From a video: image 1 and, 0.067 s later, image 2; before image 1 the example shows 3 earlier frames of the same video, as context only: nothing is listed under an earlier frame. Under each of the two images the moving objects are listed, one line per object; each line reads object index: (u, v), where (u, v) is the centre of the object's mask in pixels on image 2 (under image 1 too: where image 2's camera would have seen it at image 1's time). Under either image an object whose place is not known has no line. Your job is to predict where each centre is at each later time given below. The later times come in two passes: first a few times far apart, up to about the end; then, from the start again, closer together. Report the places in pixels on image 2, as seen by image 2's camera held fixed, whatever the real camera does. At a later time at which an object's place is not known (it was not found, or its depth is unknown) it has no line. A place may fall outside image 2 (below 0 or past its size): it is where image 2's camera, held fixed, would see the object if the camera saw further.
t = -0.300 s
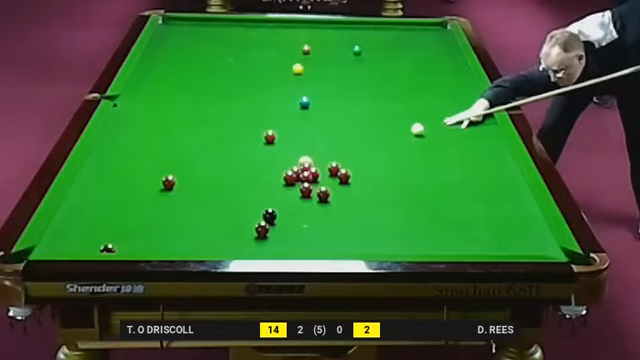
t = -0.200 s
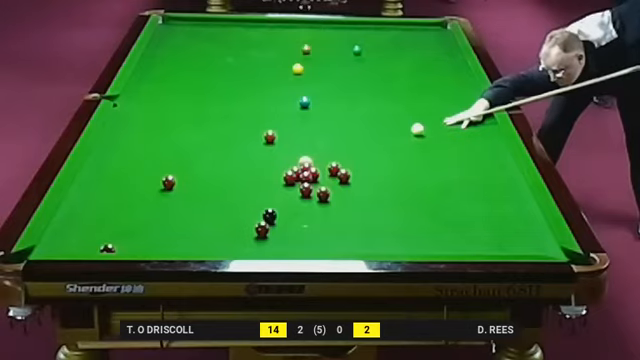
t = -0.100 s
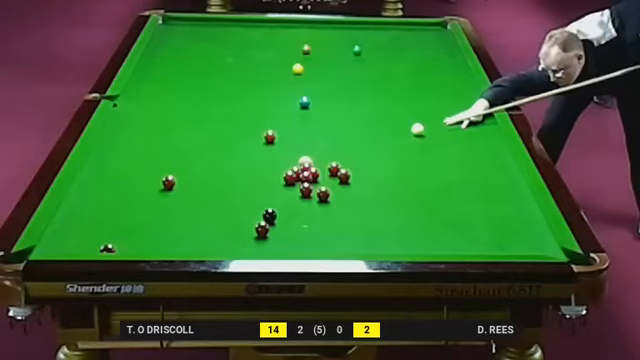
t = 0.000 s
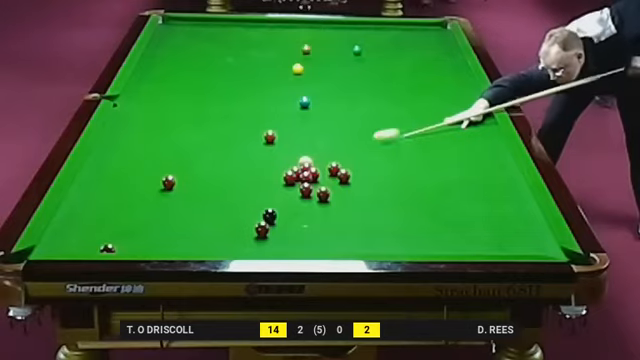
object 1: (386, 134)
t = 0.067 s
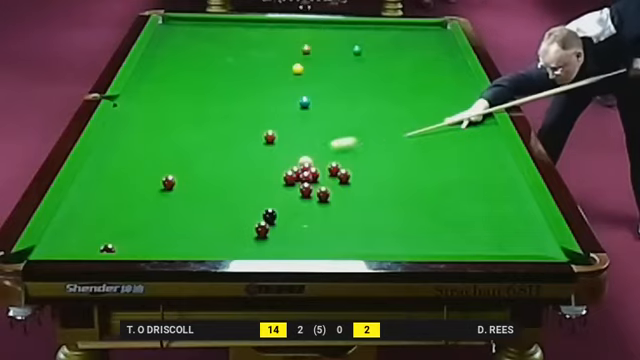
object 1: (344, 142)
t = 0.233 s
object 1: (235, 164)
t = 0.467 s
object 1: (135, 170)
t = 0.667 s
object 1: (98, 161)
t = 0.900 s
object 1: (116, 151)
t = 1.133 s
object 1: (146, 142)
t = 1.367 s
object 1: (174, 133)
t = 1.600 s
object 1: (200, 126)
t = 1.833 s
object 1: (223, 119)
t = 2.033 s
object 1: (242, 113)
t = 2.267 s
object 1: (262, 107)
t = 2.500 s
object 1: (280, 101)
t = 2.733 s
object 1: (297, 96)
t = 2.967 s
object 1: (312, 91)
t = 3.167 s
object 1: (324, 87)
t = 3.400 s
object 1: (338, 83)
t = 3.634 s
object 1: (350, 79)
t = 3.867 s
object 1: (362, 76)
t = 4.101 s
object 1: (373, 72)
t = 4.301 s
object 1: (381, 70)
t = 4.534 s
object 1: (391, 67)
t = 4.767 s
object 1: (400, 64)
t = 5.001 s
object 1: (408, 62)
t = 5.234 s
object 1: (415, 60)
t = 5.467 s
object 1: (422, 59)
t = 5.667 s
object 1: (427, 57)
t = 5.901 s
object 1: (432, 56)
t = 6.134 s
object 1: (437, 54)
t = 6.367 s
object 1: (442, 53)
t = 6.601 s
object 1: (445, 52)
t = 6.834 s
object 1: (449, 51)
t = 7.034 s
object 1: (450, 51)
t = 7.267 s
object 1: (453, 50)
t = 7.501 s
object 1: (454, 50)
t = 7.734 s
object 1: (455, 50)
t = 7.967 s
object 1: (455, 50)
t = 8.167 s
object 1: (455, 50)
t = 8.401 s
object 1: (455, 50)
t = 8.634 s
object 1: (455, 50)
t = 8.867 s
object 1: (456, 50)
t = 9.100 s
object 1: (456, 50)
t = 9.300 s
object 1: (456, 50)
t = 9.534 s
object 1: (456, 50)
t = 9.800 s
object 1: (456, 50)
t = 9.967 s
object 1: (456, 50)
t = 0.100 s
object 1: (322, 147)
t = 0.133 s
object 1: (300, 151)
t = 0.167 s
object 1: (278, 155)
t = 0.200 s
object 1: (257, 160)
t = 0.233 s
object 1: (235, 164)
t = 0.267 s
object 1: (213, 168)
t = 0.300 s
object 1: (191, 173)
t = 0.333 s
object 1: (171, 177)
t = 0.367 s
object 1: (161, 175)
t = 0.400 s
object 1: (152, 173)
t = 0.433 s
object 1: (143, 172)
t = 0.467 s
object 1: (135, 170)
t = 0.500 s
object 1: (127, 169)
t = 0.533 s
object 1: (120, 167)
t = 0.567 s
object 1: (114, 166)
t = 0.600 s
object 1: (109, 164)
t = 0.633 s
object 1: (104, 162)
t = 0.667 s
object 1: (98, 161)
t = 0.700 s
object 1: (94, 160)
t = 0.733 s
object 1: (92, 158)
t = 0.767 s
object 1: (97, 157)
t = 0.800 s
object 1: (103, 155)
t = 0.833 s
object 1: (107, 154)
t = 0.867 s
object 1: (112, 152)
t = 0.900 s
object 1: (116, 151)
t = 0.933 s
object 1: (121, 150)
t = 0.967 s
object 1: (125, 148)
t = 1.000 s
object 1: (130, 147)
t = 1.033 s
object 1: (134, 146)
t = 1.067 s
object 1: (138, 145)
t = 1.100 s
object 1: (142, 143)
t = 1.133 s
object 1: (146, 142)
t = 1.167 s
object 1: (151, 141)
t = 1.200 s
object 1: (155, 139)
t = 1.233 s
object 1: (159, 138)
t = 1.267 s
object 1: (162, 137)
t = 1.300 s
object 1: (167, 136)
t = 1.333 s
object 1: (170, 134)
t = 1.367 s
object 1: (174, 133)
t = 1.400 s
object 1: (178, 132)
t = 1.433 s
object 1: (182, 131)
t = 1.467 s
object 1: (185, 130)
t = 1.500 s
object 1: (189, 129)
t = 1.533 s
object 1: (192, 128)
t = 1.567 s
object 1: (196, 127)
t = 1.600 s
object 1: (200, 126)
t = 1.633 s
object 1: (203, 125)
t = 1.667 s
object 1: (206, 124)
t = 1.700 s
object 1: (210, 123)
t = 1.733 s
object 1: (213, 122)
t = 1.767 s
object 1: (216, 121)
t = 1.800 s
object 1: (220, 120)
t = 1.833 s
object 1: (223, 119)
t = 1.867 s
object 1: (226, 118)
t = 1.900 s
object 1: (229, 117)
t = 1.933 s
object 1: (232, 116)
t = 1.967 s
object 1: (235, 115)
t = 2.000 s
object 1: (239, 114)
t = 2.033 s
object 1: (242, 113)
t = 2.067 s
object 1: (245, 112)
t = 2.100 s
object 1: (248, 111)
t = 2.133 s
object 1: (250, 110)
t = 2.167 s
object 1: (253, 109)
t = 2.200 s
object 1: (256, 109)
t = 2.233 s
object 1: (259, 108)
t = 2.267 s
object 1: (262, 107)
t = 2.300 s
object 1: (264, 106)
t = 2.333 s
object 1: (267, 105)
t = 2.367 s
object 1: (269, 104)
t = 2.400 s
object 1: (272, 103)
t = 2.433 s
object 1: (275, 103)
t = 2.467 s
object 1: (278, 102)
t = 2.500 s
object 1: (280, 101)
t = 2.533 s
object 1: (282, 100)
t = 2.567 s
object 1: (285, 100)
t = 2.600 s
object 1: (287, 99)
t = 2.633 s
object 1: (289, 98)
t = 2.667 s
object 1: (292, 98)
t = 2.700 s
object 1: (294, 97)
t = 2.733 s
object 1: (297, 96)
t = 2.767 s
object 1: (299, 95)
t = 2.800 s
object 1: (301, 94)
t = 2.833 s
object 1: (303, 92)
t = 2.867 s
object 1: (306, 92)
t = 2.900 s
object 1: (308, 92)
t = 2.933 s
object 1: (310, 92)
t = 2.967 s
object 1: (312, 91)
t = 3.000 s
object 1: (314, 90)
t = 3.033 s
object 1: (316, 90)
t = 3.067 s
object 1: (318, 89)
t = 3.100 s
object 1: (320, 88)
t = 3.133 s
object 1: (322, 88)
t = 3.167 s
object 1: (324, 87)
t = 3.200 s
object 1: (327, 87)
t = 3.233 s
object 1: (328, 86)
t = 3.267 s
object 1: (330, 85)
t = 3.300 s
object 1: (332, 85)
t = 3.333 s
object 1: (334, 84)
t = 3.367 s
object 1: (336, 84)
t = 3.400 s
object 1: (338, 83)
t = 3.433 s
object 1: (340, 83)
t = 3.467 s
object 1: (342, 82)
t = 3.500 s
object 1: (344, 81)
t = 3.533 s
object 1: (345, 81)
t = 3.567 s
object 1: (347, 80)
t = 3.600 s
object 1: (349, 80)
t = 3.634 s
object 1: (350, 79)
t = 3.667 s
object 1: (352, 79)
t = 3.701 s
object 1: (354, 78)
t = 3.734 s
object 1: (356, 78)
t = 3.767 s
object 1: (357, 77)
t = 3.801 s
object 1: (359, 77)
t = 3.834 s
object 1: (360, 76)
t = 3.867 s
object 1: (362, 76)
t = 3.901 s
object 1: (364, 75)
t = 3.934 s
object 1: (365, 75)
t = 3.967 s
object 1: (367, 74)
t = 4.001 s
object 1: (368, 73)
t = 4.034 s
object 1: (370, 73)
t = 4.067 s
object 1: (371, 72)
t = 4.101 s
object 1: (373, 72)
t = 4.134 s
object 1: (374, 72)
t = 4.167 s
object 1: (376, 71)
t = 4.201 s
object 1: (377, 71)
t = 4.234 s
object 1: (379, 70)
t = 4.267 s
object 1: (380, 70)
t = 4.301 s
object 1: (381, 70)
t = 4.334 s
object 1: (383, 69)
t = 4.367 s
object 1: (384, 69)
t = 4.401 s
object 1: (386, 69)
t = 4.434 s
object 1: (387, 68)
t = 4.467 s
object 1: (388, 68)
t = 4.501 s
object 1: (390, 67)
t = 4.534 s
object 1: (391, 67)
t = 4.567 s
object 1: (392, 67)
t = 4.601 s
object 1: (394, 66)
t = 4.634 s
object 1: (395, 66)
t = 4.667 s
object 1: (396, 65)
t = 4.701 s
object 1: (397, 65)
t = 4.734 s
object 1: (398, 65)
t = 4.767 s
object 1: (400, 64)
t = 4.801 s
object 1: (401, 64)
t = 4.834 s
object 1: (402, 64)
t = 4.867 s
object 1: (403, 63)
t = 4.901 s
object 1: (404, 63)
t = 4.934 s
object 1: (405, 63)
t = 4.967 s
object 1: (406, 63)
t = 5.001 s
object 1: (408, 62)
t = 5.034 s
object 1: (409, 62)
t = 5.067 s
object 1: (409, 62)
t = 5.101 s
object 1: (410, 61)
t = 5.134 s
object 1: (412, 61)
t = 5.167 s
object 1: (413, 61)
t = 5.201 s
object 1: (414, 61)
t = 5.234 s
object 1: (415, 60)
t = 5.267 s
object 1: (416, 60)
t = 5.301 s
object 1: (417, 60)
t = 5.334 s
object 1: (418, 59)
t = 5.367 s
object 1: (419, 59)
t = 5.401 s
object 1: (420, 59)
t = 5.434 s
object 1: (421, 59)
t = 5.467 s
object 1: (422, 59)
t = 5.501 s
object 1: (422, 58)
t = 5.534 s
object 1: (423, 58)
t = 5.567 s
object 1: (424, 58)
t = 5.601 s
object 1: (425, 58)
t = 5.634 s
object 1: (426, 57)
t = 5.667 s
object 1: (427, 57)
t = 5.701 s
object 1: (428, 57)
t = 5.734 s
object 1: (428, 57)
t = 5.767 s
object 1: (429, 56)
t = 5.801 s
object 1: (430, 56)
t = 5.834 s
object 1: (431, 56)
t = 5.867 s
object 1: (432, 56)
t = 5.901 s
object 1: (432, 56)
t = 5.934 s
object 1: (433, 56)
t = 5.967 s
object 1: (434, 55)
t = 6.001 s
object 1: (434, 55)
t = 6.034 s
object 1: (435, 55)
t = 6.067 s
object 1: (436, 55)
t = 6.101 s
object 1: (437, 55)
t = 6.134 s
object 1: (437, 54)
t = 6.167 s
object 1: (438, 54)
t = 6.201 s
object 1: (438, 54)
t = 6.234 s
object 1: (439, 54)
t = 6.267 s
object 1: (440, 54)
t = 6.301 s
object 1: (440, 54)
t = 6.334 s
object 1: (441, 53)
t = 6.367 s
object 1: (442, 53)
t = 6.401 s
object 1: (442, 53)
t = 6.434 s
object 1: (443, 53)
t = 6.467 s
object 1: (443, 53)
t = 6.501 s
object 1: (444, 53)
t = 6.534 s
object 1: (444, 53)
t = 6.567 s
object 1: (445, 52)
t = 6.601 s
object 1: (445, 52)
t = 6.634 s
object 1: (446, 52)
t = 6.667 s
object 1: (446, 52)
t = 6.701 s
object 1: (447, 52)
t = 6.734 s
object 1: (447, 52)
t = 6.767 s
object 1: (448, 52)
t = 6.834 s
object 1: (449, 51)
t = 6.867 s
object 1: (449, 51)
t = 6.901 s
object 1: (449, 51)
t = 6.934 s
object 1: (449, 51)
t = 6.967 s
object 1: (450, 51)
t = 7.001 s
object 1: (450, 51)
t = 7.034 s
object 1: (450, 51)
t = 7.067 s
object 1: (451, 51)
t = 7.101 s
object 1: (451, 51)
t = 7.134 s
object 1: (451, 51)
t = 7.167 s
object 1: (452, 51)
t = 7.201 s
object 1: (452, 51)
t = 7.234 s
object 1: (452, 50)
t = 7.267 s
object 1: (453, 50)
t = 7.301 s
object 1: (453, 50)
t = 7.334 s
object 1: (453, 50)
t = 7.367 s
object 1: (453, 50)
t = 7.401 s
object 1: (453, 50)
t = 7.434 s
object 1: (453, 50)
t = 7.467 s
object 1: (454, 50)
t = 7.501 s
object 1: (454, 50)
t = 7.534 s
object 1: (454, 50)
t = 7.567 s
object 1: (454, 50)
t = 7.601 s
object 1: (454, 50)
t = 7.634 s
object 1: (455, 50)
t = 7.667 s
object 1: (455, 50)
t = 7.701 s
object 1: (455, 50)
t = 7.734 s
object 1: (455, 50)
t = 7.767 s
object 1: (455, 50)
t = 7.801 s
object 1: (455, 50)
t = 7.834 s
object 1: (455, 50)
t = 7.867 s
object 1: (455, 50)
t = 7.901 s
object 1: (455, 50)
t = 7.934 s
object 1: (455, 50)
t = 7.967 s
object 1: (455, 50)
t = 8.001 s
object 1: (455, 50)
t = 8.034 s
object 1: (455, 50)
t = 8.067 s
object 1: (455, 50)
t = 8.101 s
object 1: (455, 50)
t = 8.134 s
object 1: (455, 50)
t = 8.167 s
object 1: (455, 50)
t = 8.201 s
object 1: (455, 50)
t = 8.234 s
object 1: (455, 50)
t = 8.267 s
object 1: (455, 50)
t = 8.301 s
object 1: (455, 50)
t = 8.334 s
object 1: (455, 50)
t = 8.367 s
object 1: (455, 50)
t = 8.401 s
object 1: (455, 50)
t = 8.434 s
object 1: (455, 50)
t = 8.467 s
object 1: (455, 50)
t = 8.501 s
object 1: (455, 50)
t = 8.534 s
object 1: (455, 50)
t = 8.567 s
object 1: (455, 50)
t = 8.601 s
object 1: (455, 50)
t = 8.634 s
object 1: (455, 50)
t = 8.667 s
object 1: (455, 50)
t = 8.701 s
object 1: (455, 50)
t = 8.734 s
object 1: (456, 50)
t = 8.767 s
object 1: (456, 50)
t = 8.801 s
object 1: (456, 50)
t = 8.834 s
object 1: (456, 50)
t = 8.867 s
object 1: (456, 50)
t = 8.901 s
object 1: (456, 50)
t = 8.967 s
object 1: (456, 50)
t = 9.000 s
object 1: (456, 50)
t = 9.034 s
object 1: (456, 50)
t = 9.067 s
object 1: (456, 50)
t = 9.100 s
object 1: (456, 50)
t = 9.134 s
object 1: (456, 50)
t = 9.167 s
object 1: (456, 50)
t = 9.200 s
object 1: (456, 50)
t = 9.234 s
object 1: (456, 50)
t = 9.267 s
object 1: (456, 50)
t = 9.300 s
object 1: (456, 50)
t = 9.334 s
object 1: (456, 50)
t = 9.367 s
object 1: (456, 50)
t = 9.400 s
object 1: (456, 50)
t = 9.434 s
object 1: (456, 50)
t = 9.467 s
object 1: (456, 50)
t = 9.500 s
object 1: (456, 50)
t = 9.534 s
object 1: (456, 50)
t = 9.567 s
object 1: (456, 50)
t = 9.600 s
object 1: (456, 50)
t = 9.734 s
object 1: (456, 50)
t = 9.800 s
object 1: (456, 50)
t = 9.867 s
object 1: (456, 50)
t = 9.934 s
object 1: (456, 50)
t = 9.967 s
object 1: (456, 50)
